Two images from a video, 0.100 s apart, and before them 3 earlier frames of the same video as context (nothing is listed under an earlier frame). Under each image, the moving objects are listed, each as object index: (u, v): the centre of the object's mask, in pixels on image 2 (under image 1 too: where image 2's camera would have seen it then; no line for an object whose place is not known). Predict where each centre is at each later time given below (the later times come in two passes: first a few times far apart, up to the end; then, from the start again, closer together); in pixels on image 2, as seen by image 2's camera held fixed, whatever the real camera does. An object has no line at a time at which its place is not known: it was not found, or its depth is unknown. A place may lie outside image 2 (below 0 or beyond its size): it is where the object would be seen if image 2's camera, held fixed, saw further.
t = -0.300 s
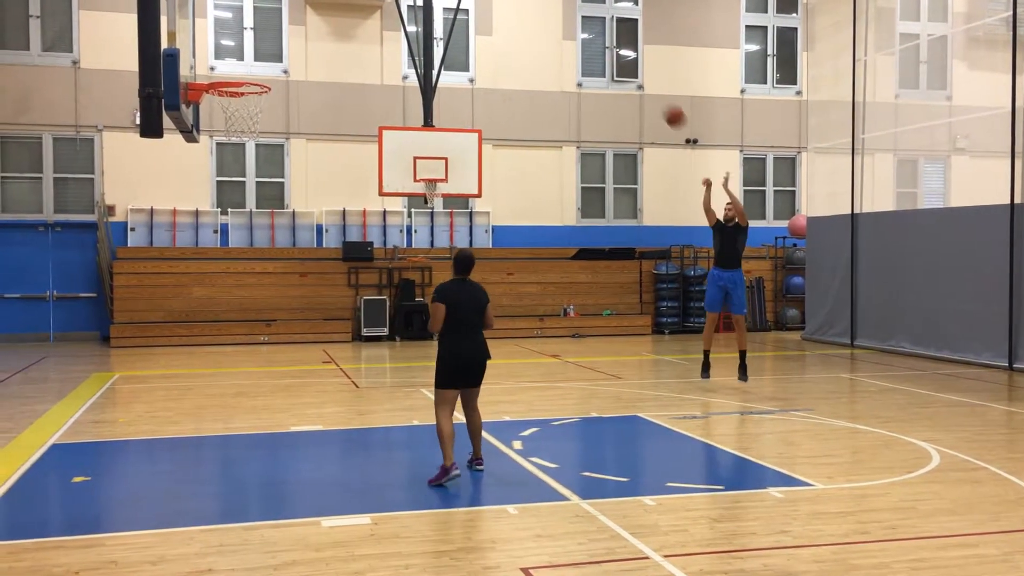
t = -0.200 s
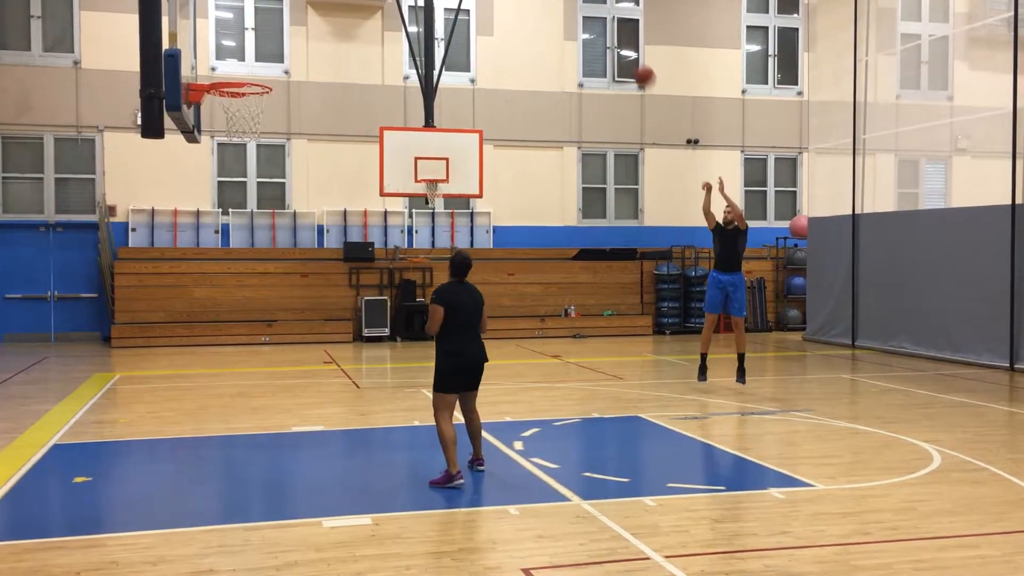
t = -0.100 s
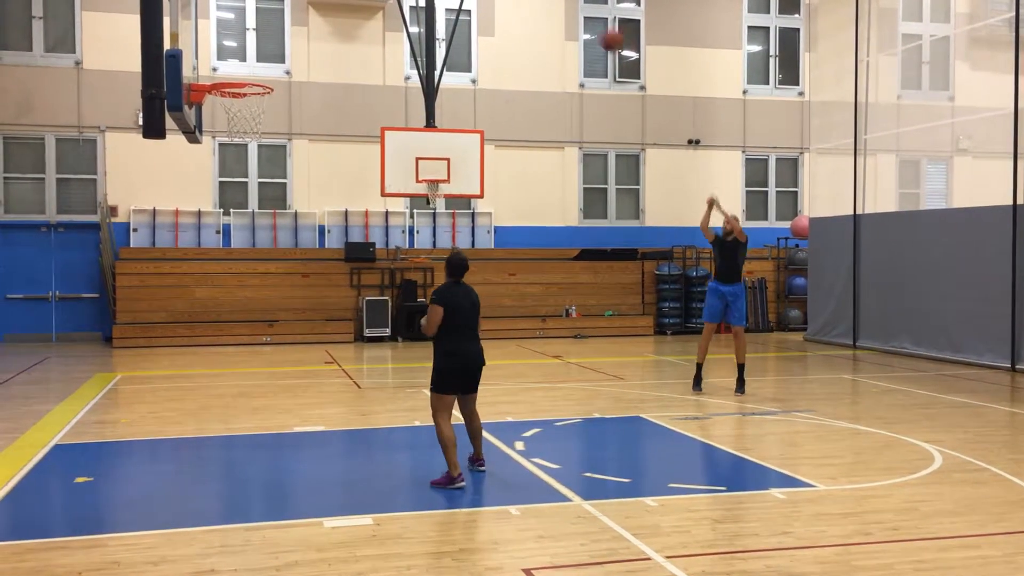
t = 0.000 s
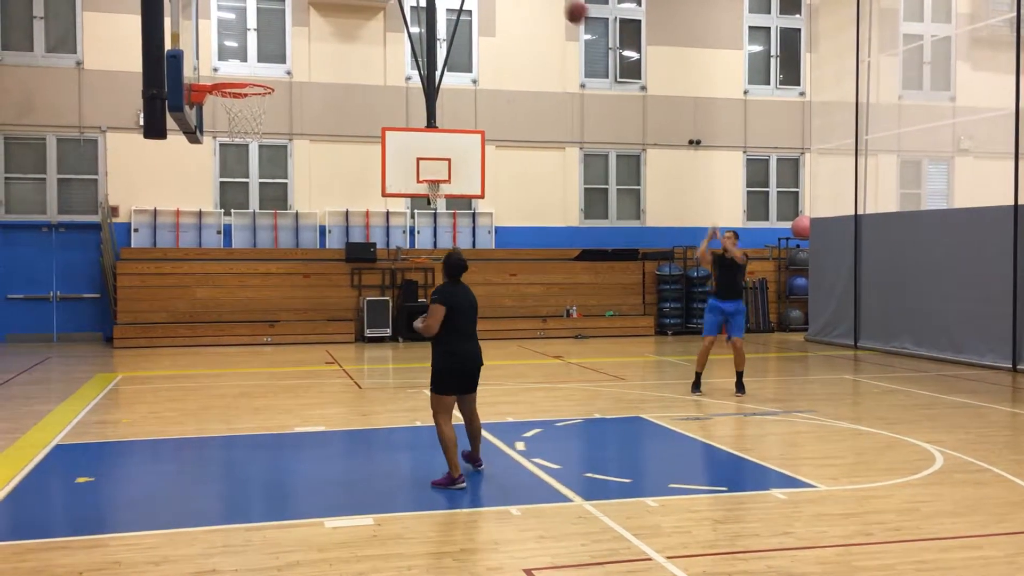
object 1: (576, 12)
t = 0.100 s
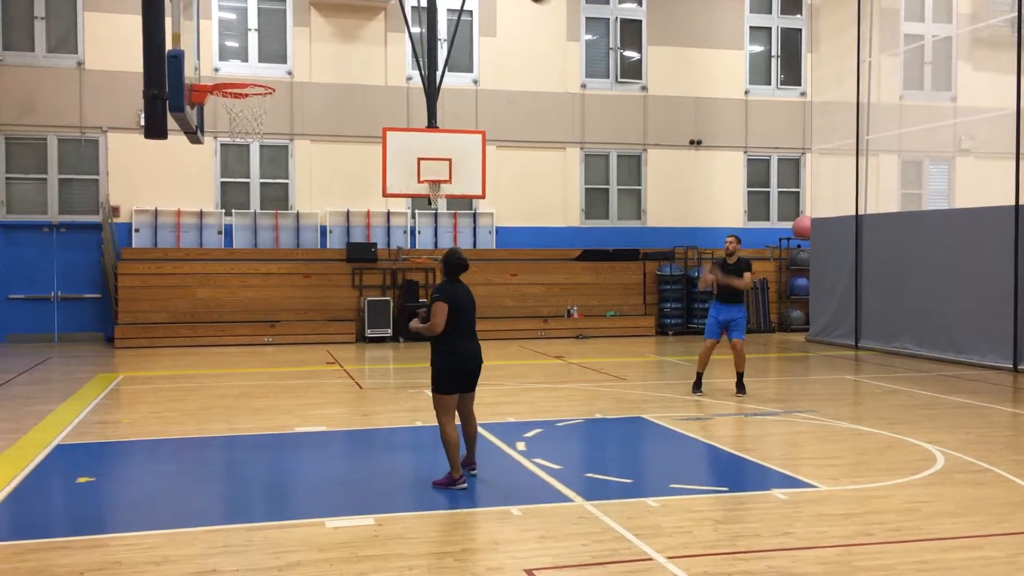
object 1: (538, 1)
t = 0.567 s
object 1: (316, 24)
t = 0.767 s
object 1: (245, 141)
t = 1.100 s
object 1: (317, 372)
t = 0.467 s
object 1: (371, 4)
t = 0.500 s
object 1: (353, 7)
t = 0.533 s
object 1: (335, 12)
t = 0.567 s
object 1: (316, 24)
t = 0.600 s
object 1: (298, 35)
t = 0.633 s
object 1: (276, 50)
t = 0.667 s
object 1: (258, 66)
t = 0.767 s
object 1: (245, 141)
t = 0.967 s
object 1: (290, 268)
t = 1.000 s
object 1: (296, 290)
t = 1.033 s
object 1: (303, 319)
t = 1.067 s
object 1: (311, 348)
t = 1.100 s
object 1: (317, 372)
